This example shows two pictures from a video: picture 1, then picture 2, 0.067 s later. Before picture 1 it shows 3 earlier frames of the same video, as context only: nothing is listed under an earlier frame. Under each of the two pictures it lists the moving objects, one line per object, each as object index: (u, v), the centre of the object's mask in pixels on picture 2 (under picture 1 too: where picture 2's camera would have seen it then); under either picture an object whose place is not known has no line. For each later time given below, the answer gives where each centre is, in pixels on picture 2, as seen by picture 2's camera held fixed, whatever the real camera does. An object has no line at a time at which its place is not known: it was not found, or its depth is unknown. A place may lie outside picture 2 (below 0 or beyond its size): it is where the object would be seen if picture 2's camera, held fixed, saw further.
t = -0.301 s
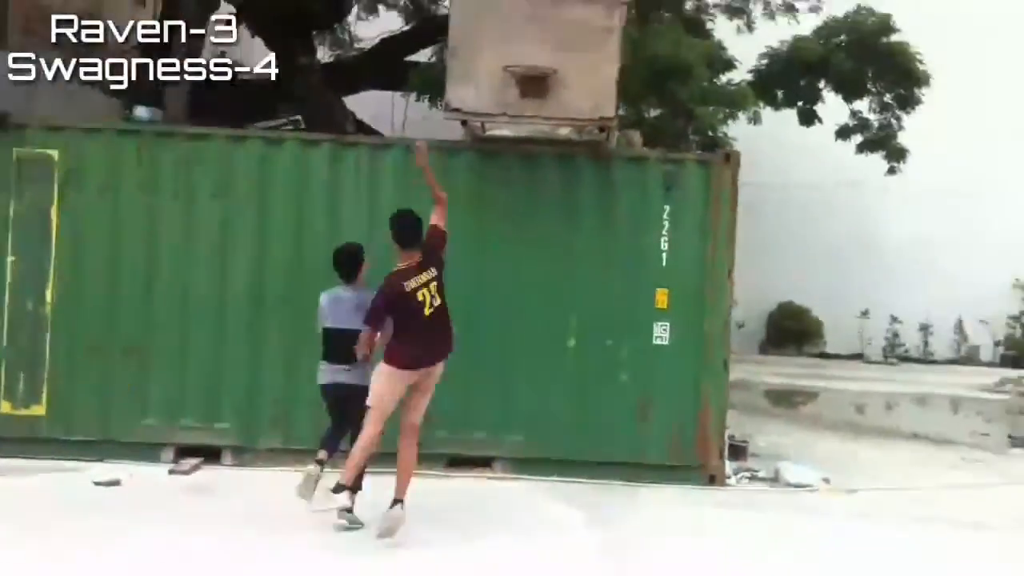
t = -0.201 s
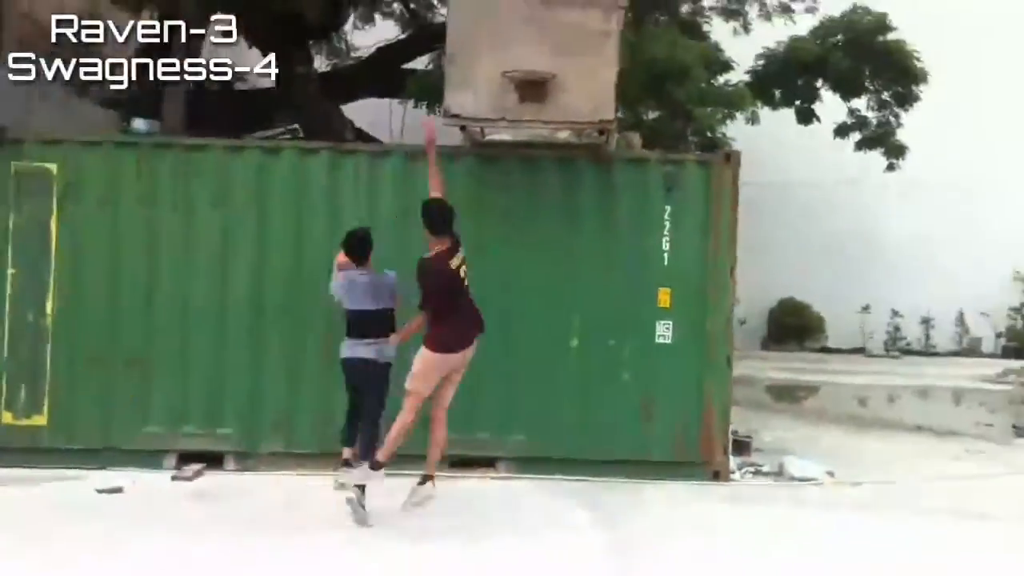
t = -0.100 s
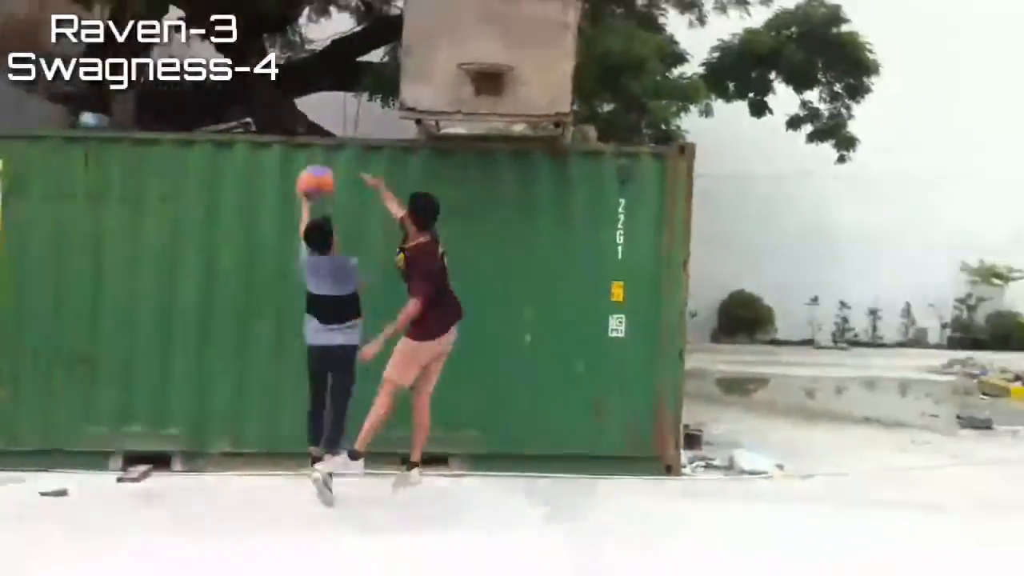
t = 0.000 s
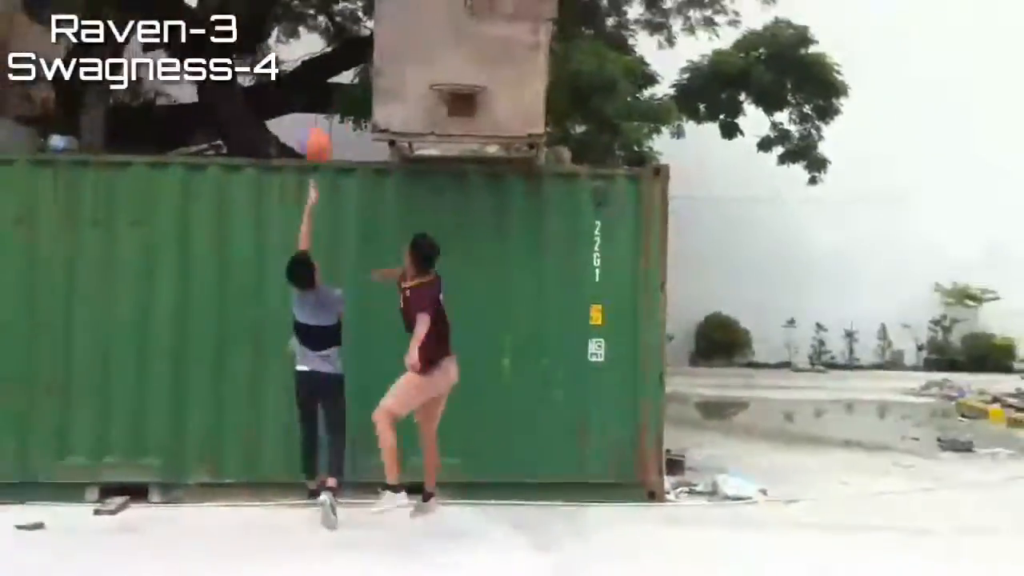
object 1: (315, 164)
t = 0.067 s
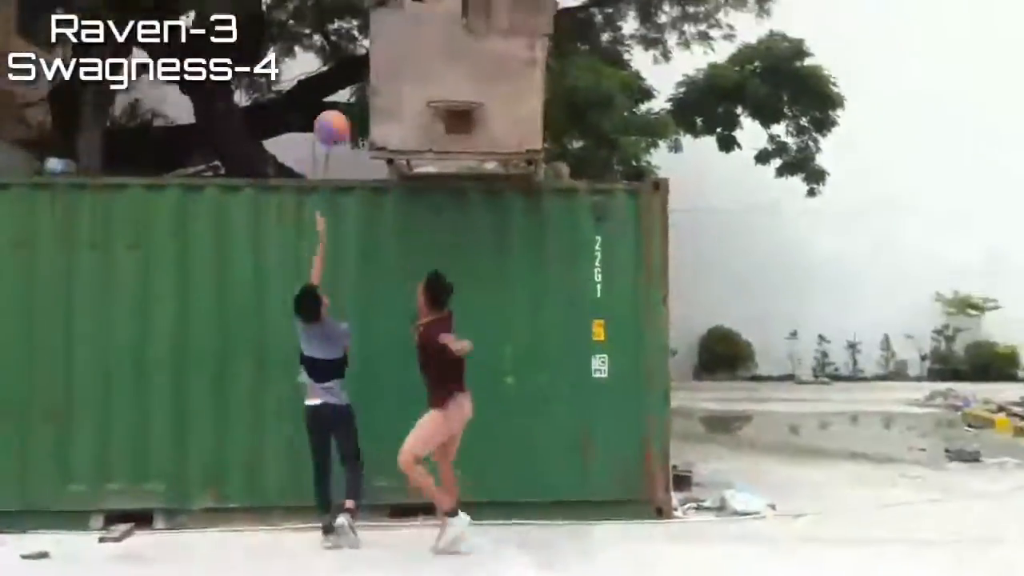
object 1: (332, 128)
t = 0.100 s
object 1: (341, 116)
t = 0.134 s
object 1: (350, 101)
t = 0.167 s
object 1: (359, 90)
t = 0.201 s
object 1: (365, 80)
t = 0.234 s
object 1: (373, 72)
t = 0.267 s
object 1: (381, 70)
